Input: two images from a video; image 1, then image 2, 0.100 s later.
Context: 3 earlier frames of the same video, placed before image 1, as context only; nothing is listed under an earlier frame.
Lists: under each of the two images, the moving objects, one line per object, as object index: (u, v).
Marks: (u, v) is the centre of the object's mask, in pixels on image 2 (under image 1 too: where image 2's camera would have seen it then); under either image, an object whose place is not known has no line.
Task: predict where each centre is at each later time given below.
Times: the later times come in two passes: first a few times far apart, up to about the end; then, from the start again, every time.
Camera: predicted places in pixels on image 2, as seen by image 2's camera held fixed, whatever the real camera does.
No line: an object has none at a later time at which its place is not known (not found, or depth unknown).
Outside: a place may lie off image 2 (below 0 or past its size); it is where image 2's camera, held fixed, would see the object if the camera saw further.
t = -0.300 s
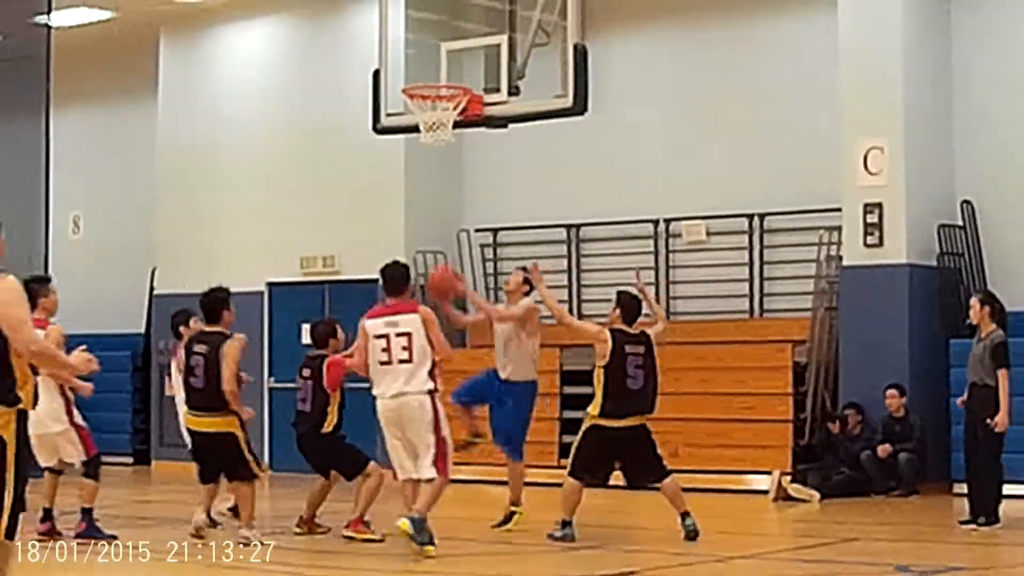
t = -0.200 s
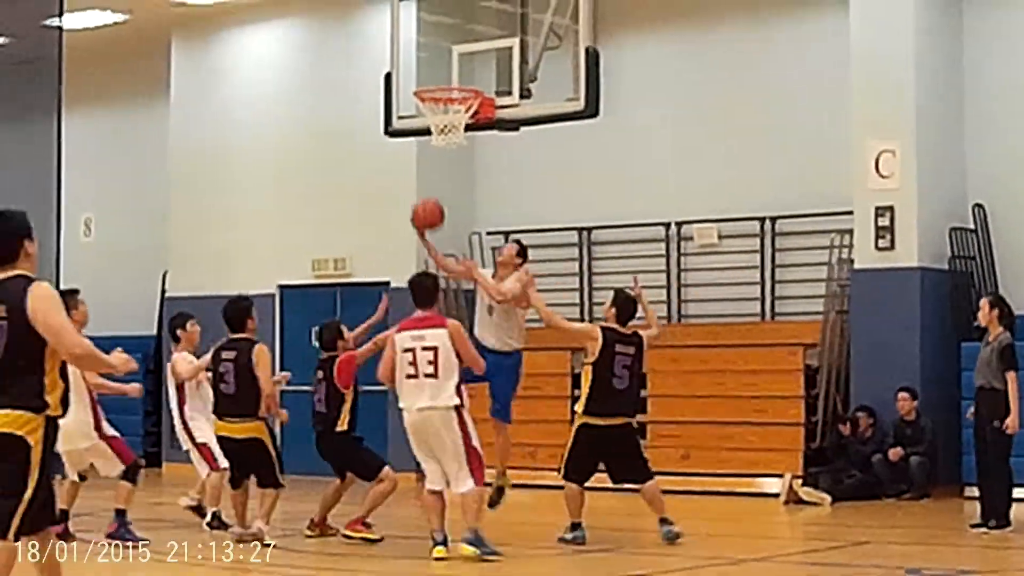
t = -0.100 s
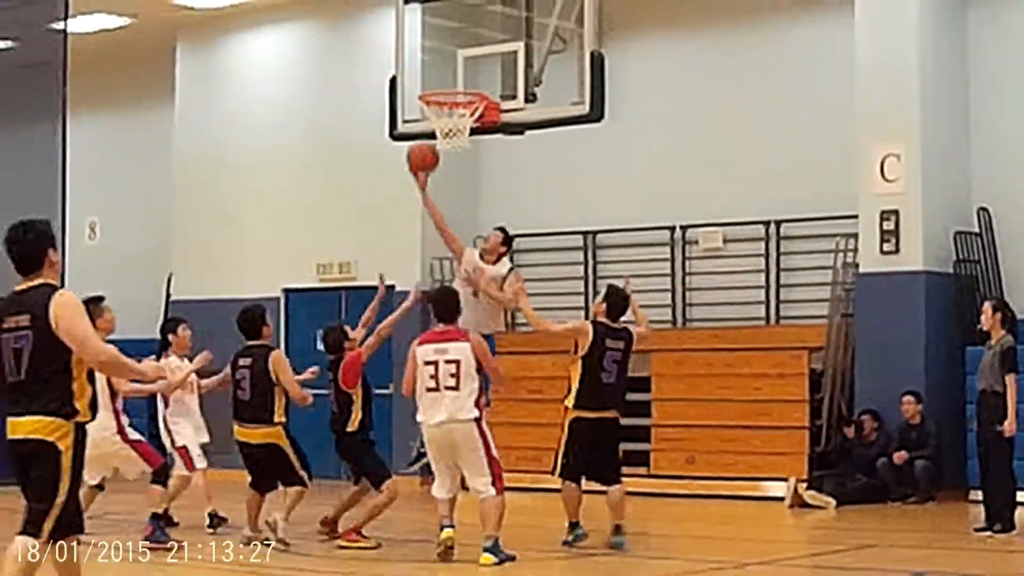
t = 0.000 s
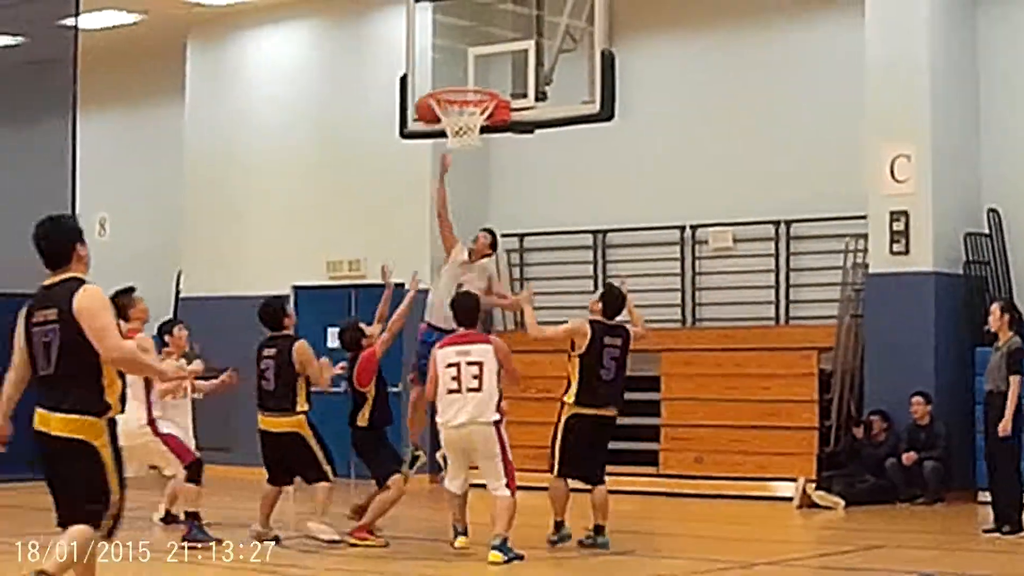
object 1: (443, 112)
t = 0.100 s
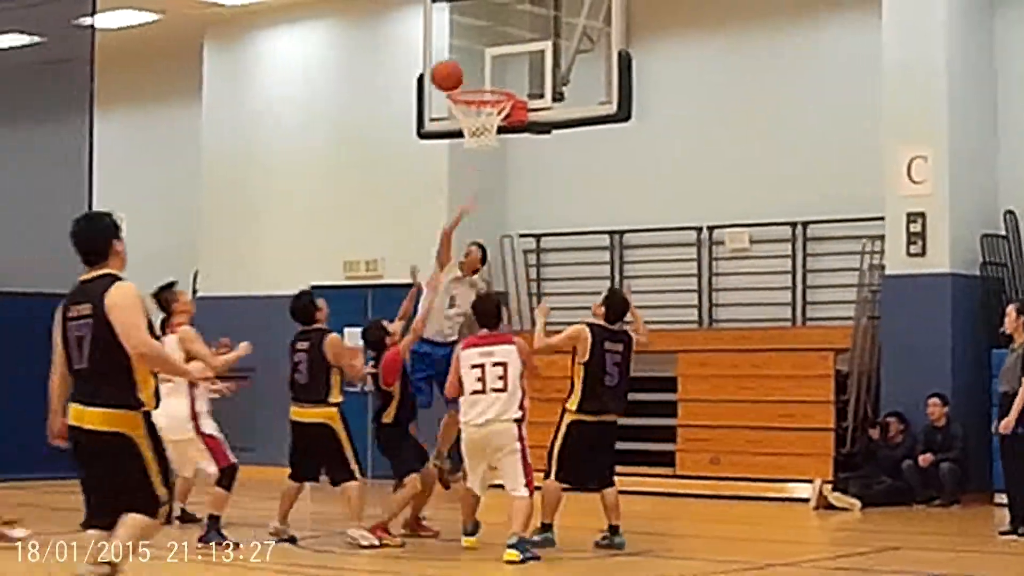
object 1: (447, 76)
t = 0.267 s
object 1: (443, 49)
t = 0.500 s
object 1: (439, 76)
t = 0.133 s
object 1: (447, 67)
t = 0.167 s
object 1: (446, 61)
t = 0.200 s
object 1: (445, 56)
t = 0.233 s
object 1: (445, 52)
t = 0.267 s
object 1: (443, 49)
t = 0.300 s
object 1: (443, 48)
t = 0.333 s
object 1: (443, 49)
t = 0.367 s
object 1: (442, 51)
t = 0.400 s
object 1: (441, 55)
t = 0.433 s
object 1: (440, 60)
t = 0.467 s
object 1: (440, 68)
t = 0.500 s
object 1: (439, 76)
